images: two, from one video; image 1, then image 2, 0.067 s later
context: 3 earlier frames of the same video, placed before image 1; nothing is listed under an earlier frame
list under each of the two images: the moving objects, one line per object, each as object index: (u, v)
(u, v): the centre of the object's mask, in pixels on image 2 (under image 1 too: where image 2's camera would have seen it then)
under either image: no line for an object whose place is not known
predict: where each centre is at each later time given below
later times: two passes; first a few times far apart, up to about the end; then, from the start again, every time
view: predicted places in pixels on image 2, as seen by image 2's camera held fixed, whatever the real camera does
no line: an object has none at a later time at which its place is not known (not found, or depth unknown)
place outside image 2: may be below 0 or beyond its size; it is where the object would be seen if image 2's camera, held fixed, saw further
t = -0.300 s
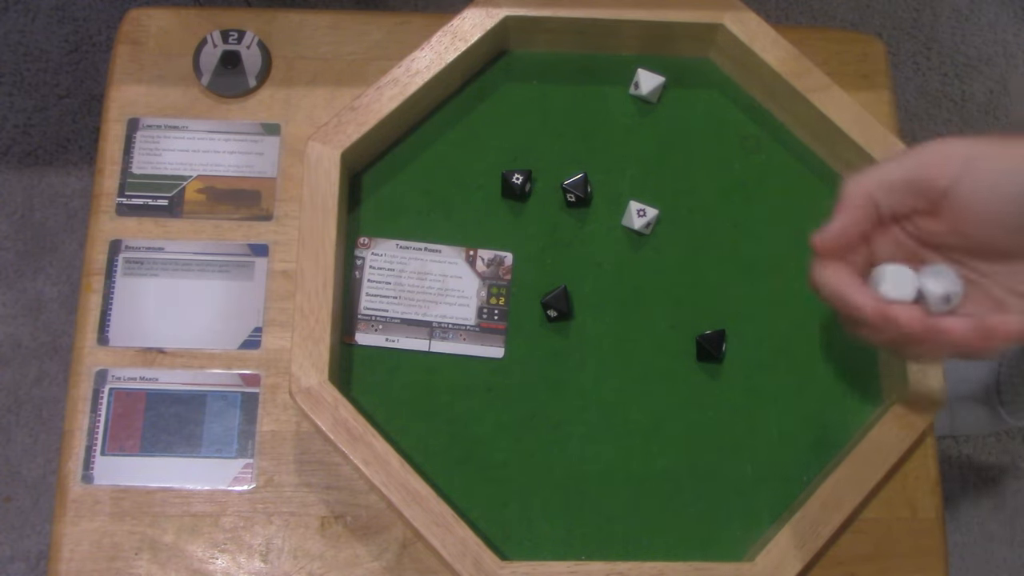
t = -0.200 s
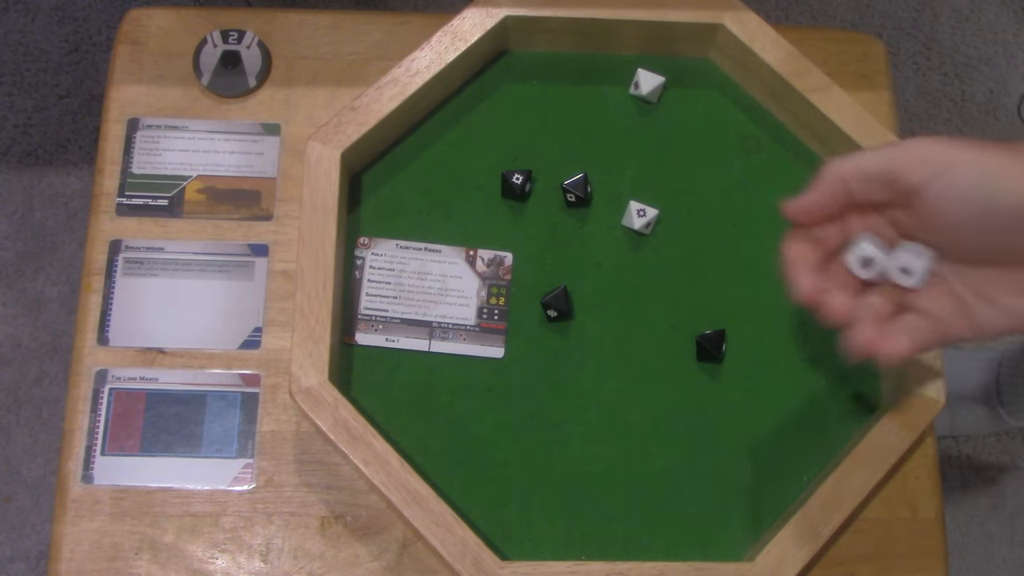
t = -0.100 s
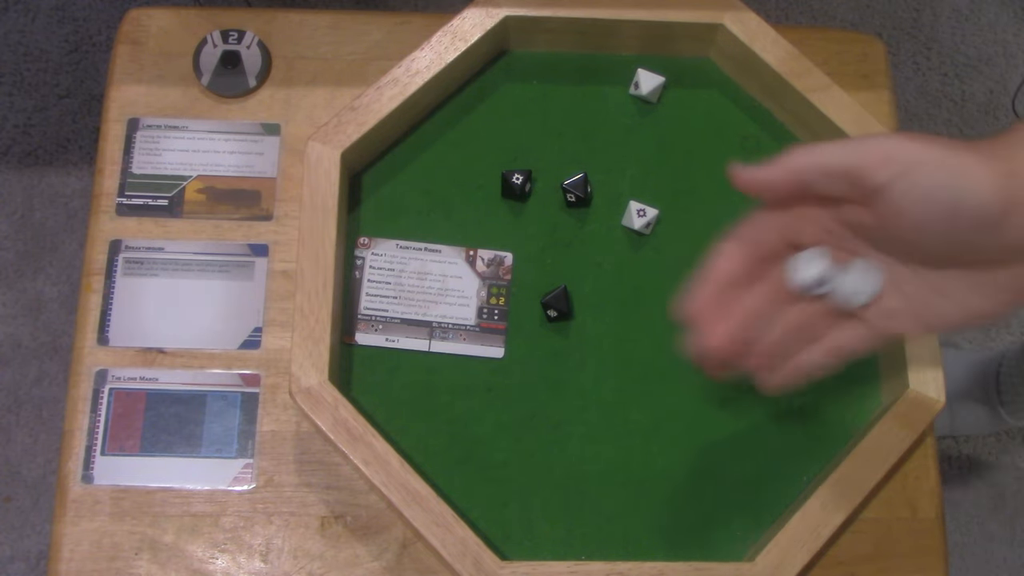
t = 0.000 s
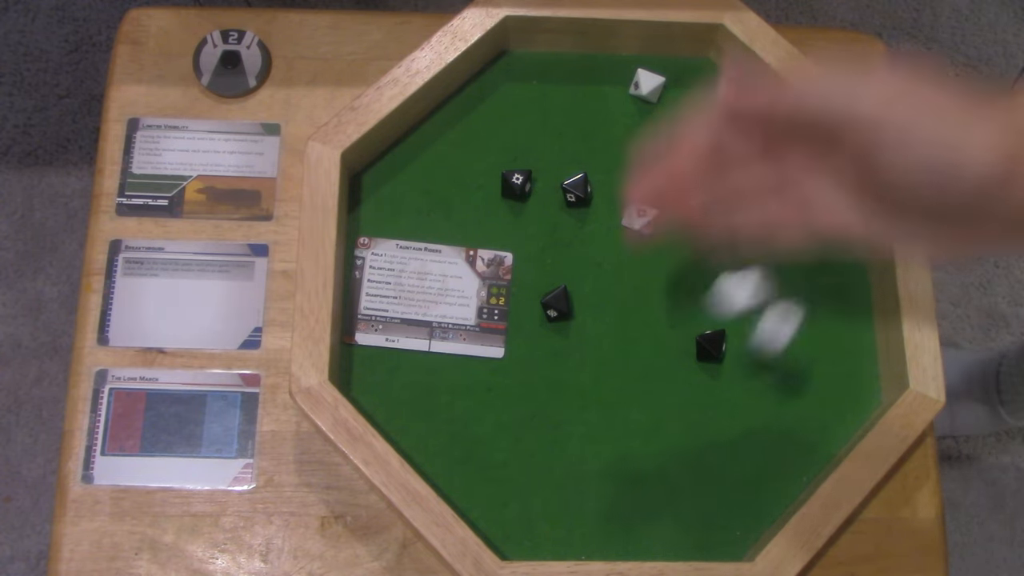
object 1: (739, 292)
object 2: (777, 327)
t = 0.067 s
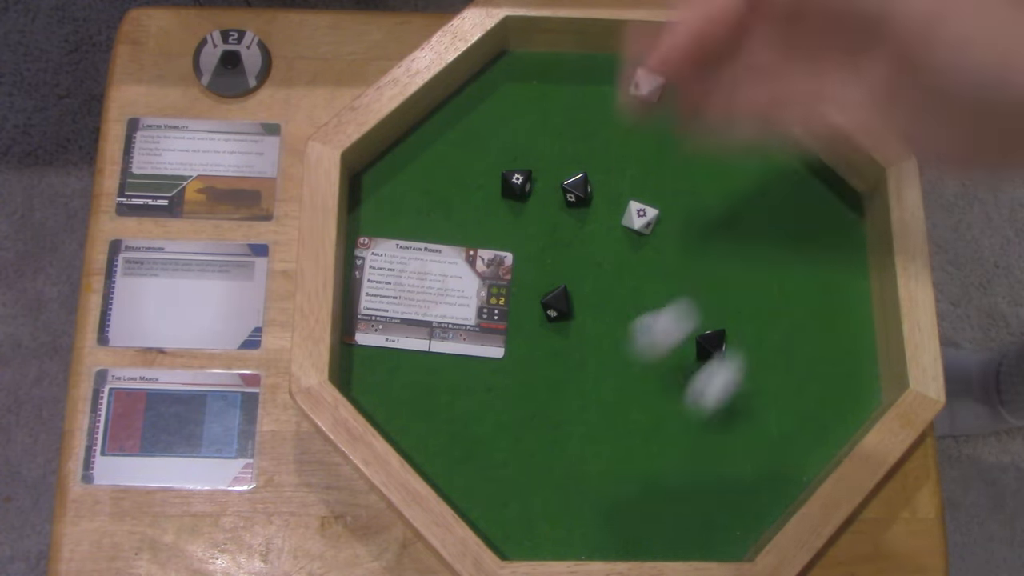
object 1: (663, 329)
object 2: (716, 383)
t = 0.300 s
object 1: (470, 478)
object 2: (674, 483)
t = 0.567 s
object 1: (517, 422)
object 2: (709, 526)
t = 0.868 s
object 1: (518, 425)
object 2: (705, 535)
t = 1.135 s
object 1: (518, 425)
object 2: (704, 535)
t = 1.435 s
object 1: (518, 425)
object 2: (704, 535)
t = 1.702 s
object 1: (518, 425)
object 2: (704, 535)
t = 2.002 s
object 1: (518, 425)
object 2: (704, 535)
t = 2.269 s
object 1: (518, 425)
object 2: (704, 535)
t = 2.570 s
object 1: (518, 425)
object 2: (704, 535)
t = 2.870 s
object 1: (518, 425)
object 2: (704, 535)
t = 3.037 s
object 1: (518, 425)
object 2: (704, 535)
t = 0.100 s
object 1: (620, 356)
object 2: (682, 417)
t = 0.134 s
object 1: (579, 387)
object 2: (662, 439)
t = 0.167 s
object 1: (546, 414)
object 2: (670, 442)
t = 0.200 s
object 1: (520, 437)
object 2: (677, 447)
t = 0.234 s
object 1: (492, 464)
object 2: (680, 456)
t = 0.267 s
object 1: (466, 487)
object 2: (678, 468)
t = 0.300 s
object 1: (470, 478)
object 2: (674, 483)
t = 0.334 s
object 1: (481, 463)
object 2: (677, 498)
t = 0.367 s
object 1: (487, 453)
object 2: (680, 511)
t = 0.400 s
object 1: (492, 447)
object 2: (686, 533)
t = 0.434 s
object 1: (496, 439)
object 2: (692, 539)
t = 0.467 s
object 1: (502, 432)
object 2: (701, 537)
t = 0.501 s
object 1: (506, 426)
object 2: (707, 533)
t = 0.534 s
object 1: (509, 423)
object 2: (709, 528)
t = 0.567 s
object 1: (517, 422)
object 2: (709, 526)
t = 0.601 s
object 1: (519, 422)
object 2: (708, 528)
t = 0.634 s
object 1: (519, 425)
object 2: (705, 533)
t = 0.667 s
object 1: (516, 426)
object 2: (701, 538)
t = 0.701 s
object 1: (518, 425)
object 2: (702, 537)
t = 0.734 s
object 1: (518, 425)
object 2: (705, 534)
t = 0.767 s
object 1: (518, 425)
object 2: (705, 534)
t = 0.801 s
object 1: (518, 425)
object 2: (703, 536)
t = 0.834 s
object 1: (518, 425)
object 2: (704, 535)
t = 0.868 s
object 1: (518, 425)
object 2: (705, 535)
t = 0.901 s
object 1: (518, 425)
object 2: (704, 535)
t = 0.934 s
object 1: (518, 425)
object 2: (704, 535)
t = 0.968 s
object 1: (518, 425)
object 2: (704, 535)
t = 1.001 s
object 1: (518, 425)
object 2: (704, 535)
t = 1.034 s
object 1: (518, 425)
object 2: (704, 535)
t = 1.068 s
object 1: (518, 425)
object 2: (704, 535)
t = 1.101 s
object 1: (518, 425)
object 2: (704, 535)
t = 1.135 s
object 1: (518, 425)
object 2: (704, 535)
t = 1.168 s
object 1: (518, 425)
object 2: (704, 535)
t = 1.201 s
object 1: (518, 425)
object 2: (704, 535)
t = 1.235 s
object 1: (518, 425)
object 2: (704, 535)
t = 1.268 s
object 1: (518, 425)
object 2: (704, 535)
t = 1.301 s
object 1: (518, 425)
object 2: (704, 535)
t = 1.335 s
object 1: (518, 425)
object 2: (704, 535)
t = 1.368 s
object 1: (518, 425)
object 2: (704, 535)
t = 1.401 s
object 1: (518, 425)
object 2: (704, 535)
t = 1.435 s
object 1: (518, 425)
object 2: (704, 535)
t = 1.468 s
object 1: (518, 425)
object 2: (704, 535)
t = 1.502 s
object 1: (518, 425)
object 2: (704, 535)
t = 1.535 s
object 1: (518, 425)
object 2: (704, 535)
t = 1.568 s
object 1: (518, 425)
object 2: (704, 535)
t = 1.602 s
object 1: (518, 425)
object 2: (704, 535)
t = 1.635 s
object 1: (518, 425)
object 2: (704, 535)
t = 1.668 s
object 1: (518, 425)
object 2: (704, 535)
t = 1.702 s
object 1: (518, 425)
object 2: (704, 535)
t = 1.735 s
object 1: (518, 425)
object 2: (704, 535)
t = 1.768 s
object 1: (518, 425)
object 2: (704, 535)
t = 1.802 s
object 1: (518, 425)
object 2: (704, 535)
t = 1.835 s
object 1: (518, 425)
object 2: (704, 535)
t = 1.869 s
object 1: (518, 425)
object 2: (704, 535)
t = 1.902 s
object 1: (518, 425)
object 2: (704, 535)
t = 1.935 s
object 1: (518, 425)
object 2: (704, 535)
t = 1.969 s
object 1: (518, 425)
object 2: (704, 535)
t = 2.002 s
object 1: (518, 425)
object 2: (704, 535)
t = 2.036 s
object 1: (518, 425)
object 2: (704, 535)
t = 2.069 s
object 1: (518, 425)
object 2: (704, 535)
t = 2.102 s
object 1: (518, 425)
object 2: (704, 535)
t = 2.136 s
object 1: (518, 425)
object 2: (704, 535)
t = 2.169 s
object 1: (518, 425)
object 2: (704, 535)
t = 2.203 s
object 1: (518, 425)
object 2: (704, 535)
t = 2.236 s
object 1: (518, 425)
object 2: (704, 535)
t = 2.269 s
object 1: (518, 425)
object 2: (704, 535)
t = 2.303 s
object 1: (518, 425)
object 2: (704, 535)
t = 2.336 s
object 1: (518, 425)
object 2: (704, 535)
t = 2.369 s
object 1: (518, 425)
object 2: (704, 535)
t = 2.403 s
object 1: (518, 425)
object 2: (704, 535)
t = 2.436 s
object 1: (518, 425)
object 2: (704, 535)
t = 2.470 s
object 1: (518, 425)
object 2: (704, 535)
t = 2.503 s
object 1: (518, 425)
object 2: (704, 535)
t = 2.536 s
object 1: (518, 425)
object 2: (704, 535)
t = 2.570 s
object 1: (518, 425)
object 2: (704, 535)
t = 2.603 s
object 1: (518, 425)
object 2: (704, 535)
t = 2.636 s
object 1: (518, 425)
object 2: (704, 535)
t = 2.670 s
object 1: (518, 425)
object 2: (704, 535)
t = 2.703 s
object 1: (518, 425)
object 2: (704, 535)
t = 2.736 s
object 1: (518, 425)
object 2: (704, 535)
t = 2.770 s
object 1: (518, 425)
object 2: (704, 535)
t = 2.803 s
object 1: (518, 425)
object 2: (704, 535)
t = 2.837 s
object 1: (518, 425)
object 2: (704, 535)
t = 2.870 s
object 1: (518, 425)
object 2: (704, 535)
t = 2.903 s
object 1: (518, 425)
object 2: (704, 535)
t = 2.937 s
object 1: (518, 425)
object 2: (704, 535)
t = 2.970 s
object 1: (518, 425)
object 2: (704, 535)
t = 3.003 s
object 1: (518, 425)
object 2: (704, 535)
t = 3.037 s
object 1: (518, 425)
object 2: (704, 535)
